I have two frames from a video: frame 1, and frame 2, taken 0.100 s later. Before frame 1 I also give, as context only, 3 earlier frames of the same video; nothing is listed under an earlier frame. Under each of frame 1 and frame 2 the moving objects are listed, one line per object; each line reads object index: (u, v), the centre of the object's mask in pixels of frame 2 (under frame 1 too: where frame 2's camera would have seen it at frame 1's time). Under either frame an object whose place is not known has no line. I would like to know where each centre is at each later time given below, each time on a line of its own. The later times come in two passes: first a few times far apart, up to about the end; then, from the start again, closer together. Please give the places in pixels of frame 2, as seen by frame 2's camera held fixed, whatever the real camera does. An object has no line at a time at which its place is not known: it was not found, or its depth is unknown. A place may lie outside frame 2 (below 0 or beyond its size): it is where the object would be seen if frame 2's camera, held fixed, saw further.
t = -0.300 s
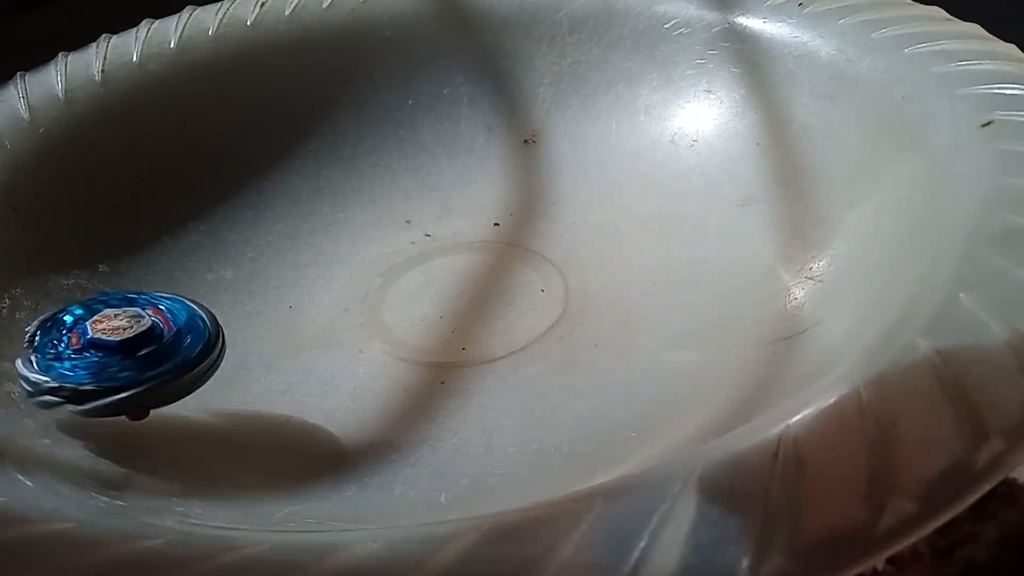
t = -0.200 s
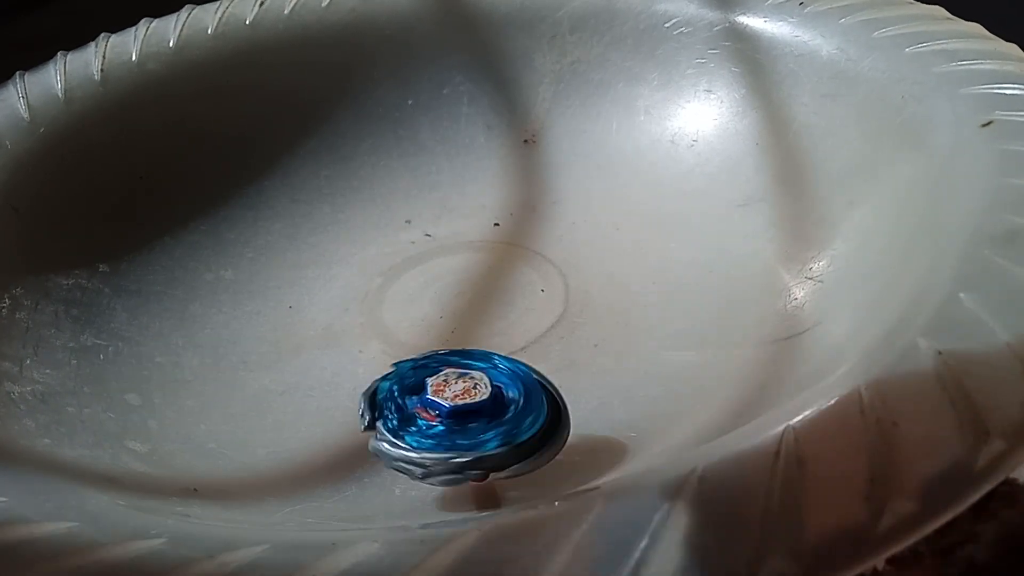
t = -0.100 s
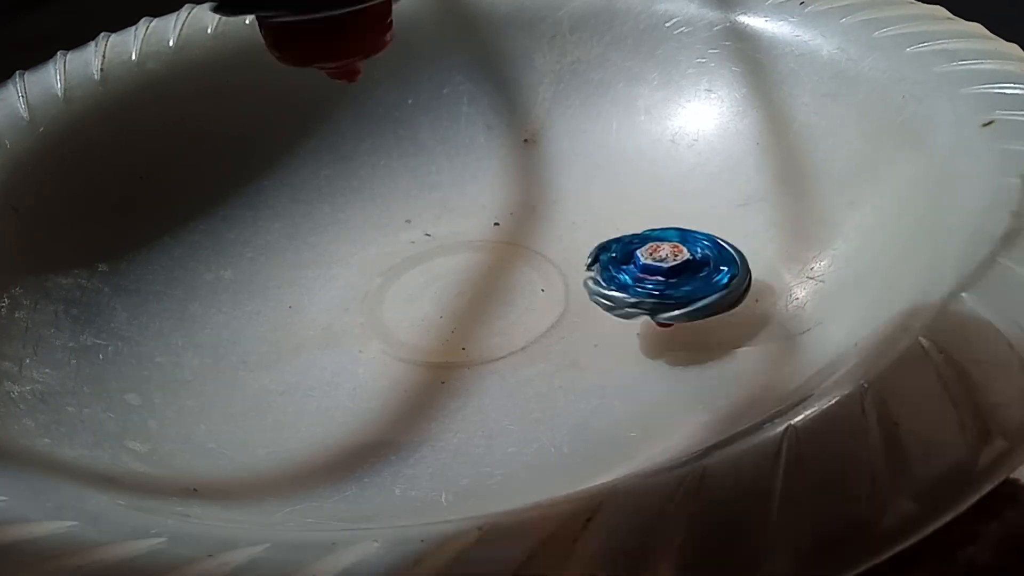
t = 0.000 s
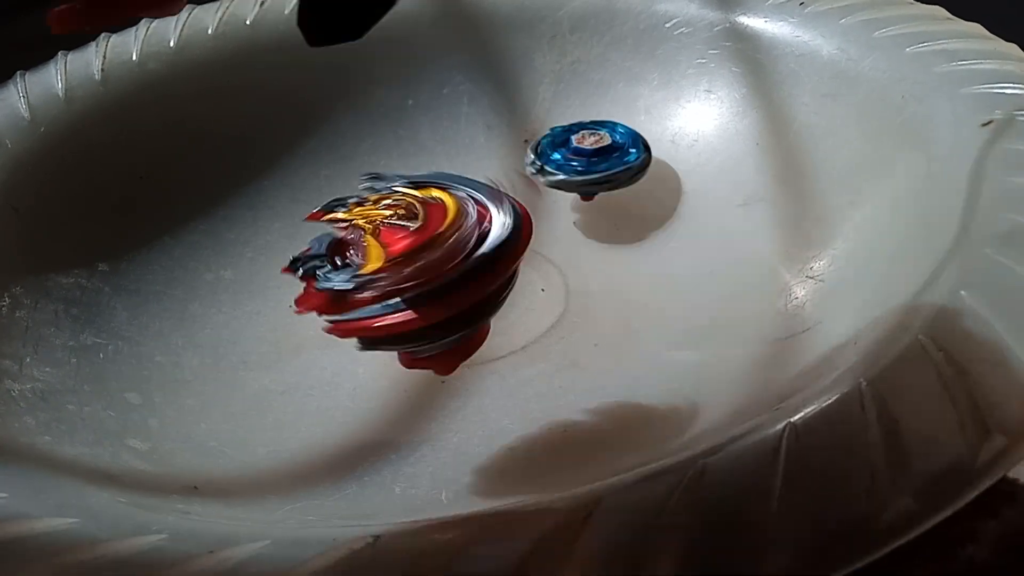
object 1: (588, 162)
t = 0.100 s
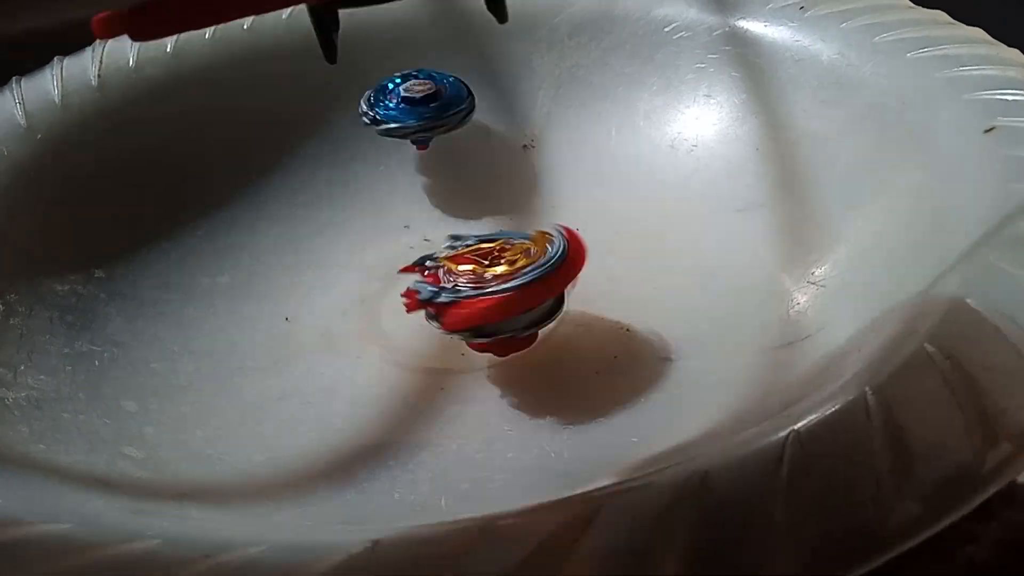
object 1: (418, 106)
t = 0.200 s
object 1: (212, 164)
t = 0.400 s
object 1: (445, 404)
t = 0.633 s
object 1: (597, 123)
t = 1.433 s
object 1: (397, 148)
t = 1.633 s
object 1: (553, 277)
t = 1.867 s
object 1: (703, 96)
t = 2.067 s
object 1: (452, 214)
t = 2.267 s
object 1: (634, 369)
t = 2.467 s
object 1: (720, 165)
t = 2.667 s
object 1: (415, 276)
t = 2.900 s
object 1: (506, 417)
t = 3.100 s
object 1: (609, 253)
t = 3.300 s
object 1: (470, 214)
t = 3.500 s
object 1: (286, 212)
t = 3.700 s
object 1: (243, 352)
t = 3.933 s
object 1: (387, 220)
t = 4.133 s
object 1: (296, 176)
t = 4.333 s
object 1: (402, 235)
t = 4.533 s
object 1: (592, 160)
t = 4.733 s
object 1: (446, 162)
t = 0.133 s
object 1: (348, 117)
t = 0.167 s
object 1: (280, 135)
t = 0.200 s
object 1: (212, 164)
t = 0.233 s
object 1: (158, 210)
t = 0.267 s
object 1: (129, 267)
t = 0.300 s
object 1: (145, 331)
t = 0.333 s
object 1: (213, 384)
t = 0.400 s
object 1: (445, 404)
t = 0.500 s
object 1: (671, 278)
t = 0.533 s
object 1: (685, 229)
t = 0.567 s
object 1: (675, 184)
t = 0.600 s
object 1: (644, 149)
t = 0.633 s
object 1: (597, 123)
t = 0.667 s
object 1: (540, 105)
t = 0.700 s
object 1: (474, 100)
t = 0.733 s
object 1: (405, 106)
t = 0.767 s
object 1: (339, 121)
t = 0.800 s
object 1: (332, 109)
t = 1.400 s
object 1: (445, 120)
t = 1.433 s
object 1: (397, 148)
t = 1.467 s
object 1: (370, 183)
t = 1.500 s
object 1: (370, 214)
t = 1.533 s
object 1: (393, 236)
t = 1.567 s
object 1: (433, 246)
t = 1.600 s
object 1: (489, 259)
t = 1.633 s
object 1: (553, 277)
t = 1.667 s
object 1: (626, 288)
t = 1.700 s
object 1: (696, 270)
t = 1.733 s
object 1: (746, 232)
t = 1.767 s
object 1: (773, 188)
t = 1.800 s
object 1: (772, 147)
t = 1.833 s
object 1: (747, 116)
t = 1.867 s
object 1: (703, 96)
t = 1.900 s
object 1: (647, 92)
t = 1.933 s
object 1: (585, 104)
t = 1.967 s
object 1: (523, 129)
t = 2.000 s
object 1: (473, 162)
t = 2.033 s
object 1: (454, 188)
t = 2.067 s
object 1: (452, 214)
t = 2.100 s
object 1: (462, 243)
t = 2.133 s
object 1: (473, 281)
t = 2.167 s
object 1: (483, 327)
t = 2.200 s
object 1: (507, 369)
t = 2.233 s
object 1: (559, 381)
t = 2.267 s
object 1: (634, 369)
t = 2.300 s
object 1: (710, 330)
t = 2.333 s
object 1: (773, 283)
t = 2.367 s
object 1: (802, 236)
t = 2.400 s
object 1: (803, 196)
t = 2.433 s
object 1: (771, 173)
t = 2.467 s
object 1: (720, 165)
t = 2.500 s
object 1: (654, 173)
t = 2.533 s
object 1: (587, 190)
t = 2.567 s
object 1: (535, 205)
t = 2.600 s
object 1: (495, 224)
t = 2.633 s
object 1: (457, 247)
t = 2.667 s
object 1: (415, 276)
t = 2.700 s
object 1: (396, 301)
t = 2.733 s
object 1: (376, 336)
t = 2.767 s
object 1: (344, 370)
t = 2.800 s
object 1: (330, 401)
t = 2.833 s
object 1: (357, 421)
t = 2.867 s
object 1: (418, 428)
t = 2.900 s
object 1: (506, 417)
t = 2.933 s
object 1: (594, 389)
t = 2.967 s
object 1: (663, 353)
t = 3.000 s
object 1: (697, 317)
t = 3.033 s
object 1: (691, 286)
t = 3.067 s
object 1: (659, 266)
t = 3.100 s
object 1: (609, 253)
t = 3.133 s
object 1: (562, 247)
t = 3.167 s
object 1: (531, 236)
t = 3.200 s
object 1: (526, 228)
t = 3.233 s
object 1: (515, 225)
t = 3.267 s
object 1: (495, 219)
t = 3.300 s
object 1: (470, 214)
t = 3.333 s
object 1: (446, 209)
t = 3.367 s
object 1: (422, 205)
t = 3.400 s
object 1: (399, 200)
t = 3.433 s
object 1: (368, 196)
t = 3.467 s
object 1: (328, 199)
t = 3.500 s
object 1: (286, 212)
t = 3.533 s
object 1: (247, 233)
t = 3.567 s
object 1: (214, 259)
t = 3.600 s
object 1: (194, 295)
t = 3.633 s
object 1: (194, 309)
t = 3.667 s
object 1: (206, 331)
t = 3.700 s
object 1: (243, 352)
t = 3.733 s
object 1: (289, 353)
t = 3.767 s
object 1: (330, 335)
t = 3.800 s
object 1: (354, 313)
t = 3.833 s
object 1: (365, 288)
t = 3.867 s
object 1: (372, 263)
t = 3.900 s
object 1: (380, 240)
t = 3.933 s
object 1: (387, 220)
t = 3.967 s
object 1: (398, 200)
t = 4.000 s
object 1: (396, 182)
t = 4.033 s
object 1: (382, 168)
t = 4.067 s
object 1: (357, 162)
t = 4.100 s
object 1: (327, 163)
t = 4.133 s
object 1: (296, 176)
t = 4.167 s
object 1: (275, 199)
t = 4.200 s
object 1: (272, 225)
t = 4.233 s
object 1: (292, 246)
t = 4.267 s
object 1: (327, 253)
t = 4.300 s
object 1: (364, 246)
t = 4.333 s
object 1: (402, 235)
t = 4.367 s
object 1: (441, 224)
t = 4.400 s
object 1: (477, 211)
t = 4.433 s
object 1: (517, 201)
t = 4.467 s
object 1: (555, 194)
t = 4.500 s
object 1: (582, 180)
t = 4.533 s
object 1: (592, 160)
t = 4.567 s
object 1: (586, 141)
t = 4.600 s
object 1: (565, 127)
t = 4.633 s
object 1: (535, 122)
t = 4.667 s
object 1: (501, 126)
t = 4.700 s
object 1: (469, 140)
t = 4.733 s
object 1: (446, 162)
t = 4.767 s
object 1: (440, 183)
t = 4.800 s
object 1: (452, 197)
